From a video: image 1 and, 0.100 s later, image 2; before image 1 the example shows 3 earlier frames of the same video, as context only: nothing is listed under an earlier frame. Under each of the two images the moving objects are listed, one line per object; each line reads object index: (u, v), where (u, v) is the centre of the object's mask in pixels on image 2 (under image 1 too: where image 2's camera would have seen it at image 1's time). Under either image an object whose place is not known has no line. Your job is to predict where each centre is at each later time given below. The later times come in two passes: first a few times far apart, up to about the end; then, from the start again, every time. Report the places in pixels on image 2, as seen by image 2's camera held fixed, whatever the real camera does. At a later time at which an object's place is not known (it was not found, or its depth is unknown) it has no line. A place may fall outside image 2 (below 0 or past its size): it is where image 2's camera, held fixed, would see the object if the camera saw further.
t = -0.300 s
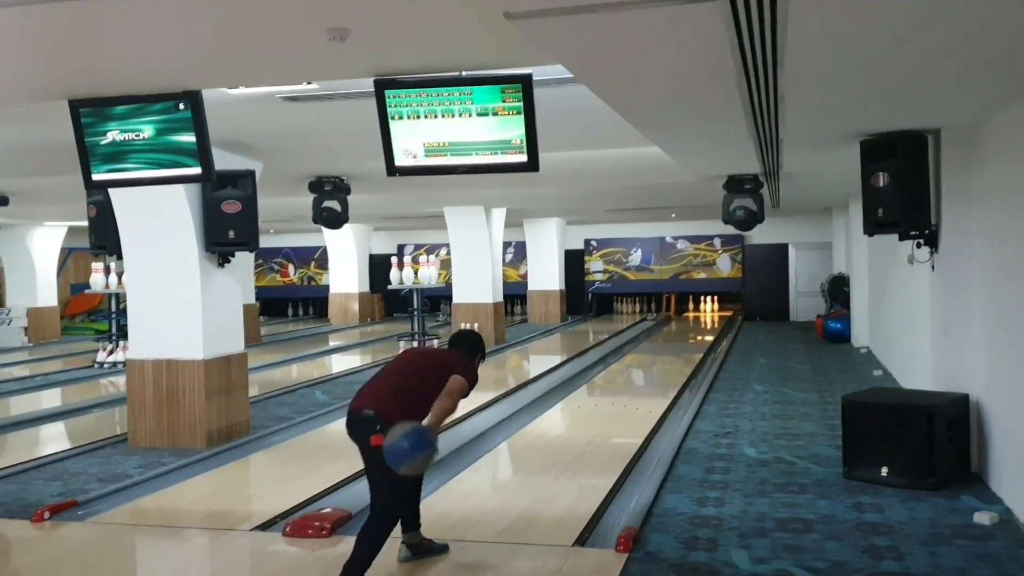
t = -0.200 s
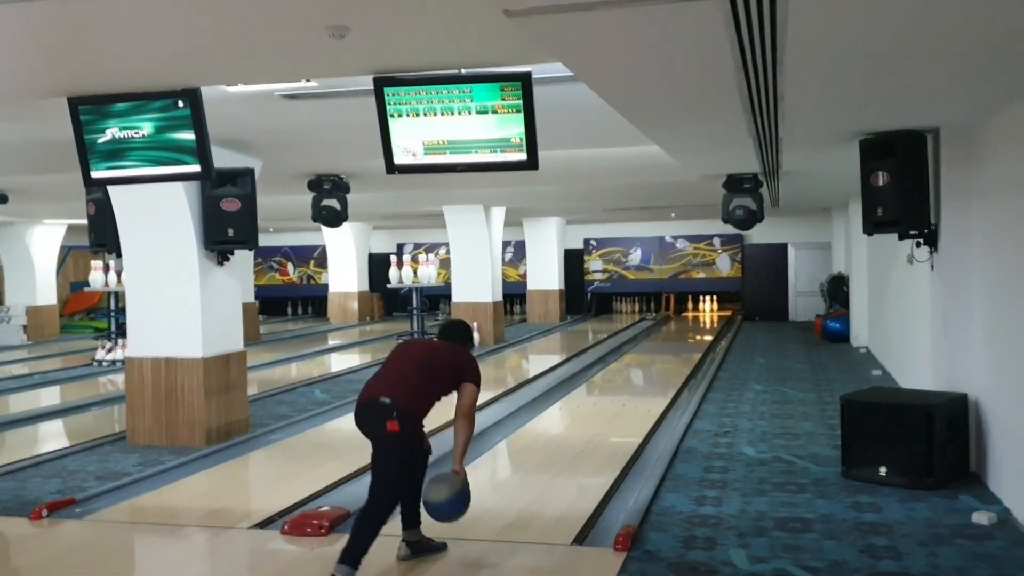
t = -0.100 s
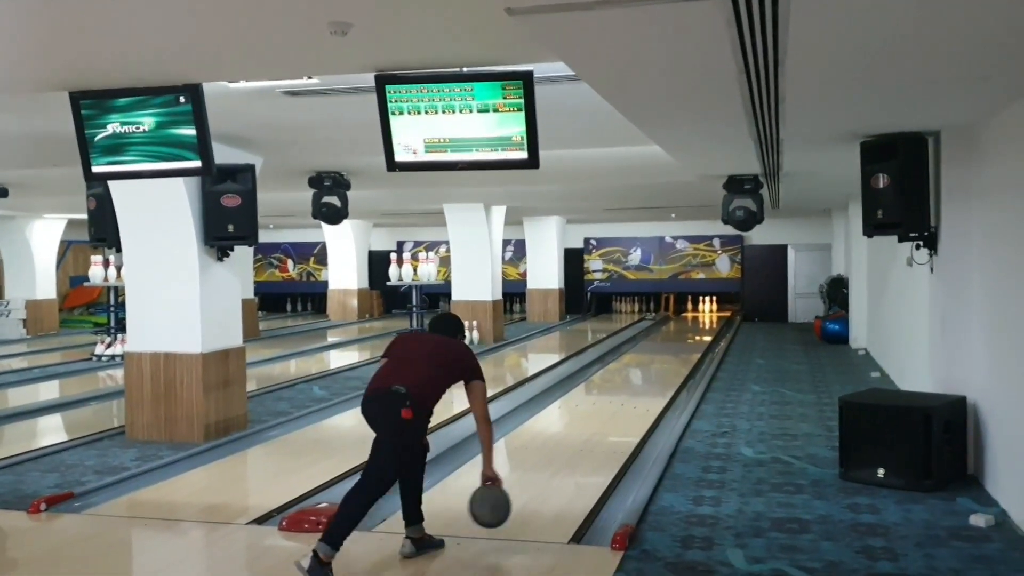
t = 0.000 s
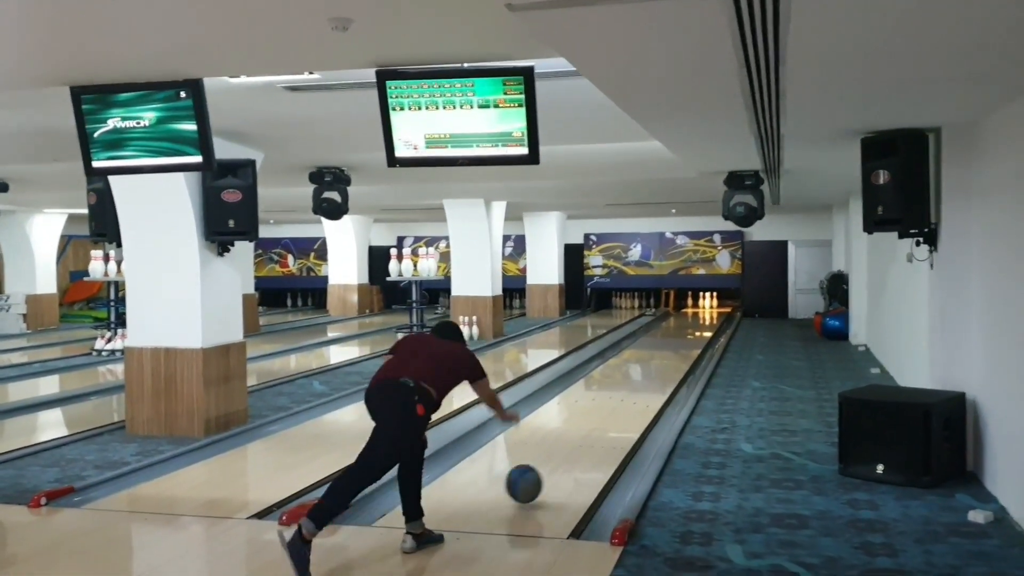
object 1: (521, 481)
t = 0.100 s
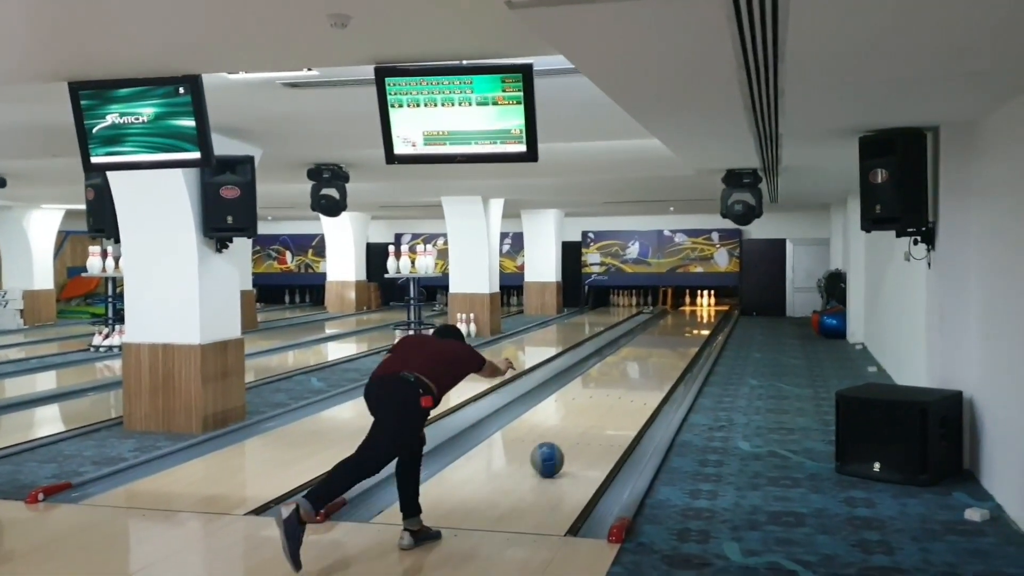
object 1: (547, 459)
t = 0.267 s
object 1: (580, 428)
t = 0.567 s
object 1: (618, 390)
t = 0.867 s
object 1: (641, 367)
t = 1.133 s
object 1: (655, 352)
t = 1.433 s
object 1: (667, 339)
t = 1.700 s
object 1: (675, 331)
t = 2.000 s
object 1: (681, 323)
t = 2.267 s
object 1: (684, 319)
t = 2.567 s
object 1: (686, 314)
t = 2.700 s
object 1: (686, 313)
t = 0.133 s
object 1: (554, 452)
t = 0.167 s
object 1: (561, 446)
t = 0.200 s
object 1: (568, 439)
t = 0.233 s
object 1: (574, 433)
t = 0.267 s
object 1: (580, 428)
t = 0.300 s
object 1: (585, 422)
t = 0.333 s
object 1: (590, 417)
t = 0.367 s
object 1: (595, 413)
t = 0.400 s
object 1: (599, 408)
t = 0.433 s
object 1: (604, 404)
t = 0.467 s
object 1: (608, 400)
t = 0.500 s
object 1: (611, 397)
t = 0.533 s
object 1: (615, 393)
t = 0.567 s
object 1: (618, 390)
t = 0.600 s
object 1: (621, 387)
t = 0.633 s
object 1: (625, 384)
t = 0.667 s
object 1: (628, 381)
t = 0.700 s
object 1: (630, 379)
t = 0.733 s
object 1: (633, 376)
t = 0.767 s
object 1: (635, 374)
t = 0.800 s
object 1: (637, 371)
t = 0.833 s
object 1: (639, 369)
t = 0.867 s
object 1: (641, 367)
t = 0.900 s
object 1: (643, 365)
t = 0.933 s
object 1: (645, 363)
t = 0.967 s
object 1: (647, 361)
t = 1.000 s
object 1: (649, 359)
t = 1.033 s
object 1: (651, 357)
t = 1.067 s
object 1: (652, 355)
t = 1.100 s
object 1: (654, 353)
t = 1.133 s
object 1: (655, 352)
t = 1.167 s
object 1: (657, 350)
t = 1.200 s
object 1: (659, 348)
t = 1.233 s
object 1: (661, 348)
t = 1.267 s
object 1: (662, 347)
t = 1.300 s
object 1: (663, 346)
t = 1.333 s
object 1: (664, 344)
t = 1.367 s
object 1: (665, 342)
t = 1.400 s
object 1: (666, 341)
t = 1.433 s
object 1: (667, 339)
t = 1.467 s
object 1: (668, 338)
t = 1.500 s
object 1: (669, 337)
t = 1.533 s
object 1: (670, 337)
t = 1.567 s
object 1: (672, 336)
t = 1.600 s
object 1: (673, 333)
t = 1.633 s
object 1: (674, 332)
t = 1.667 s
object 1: (676, 332)
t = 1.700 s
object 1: (675, 331)
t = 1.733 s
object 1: (676, 330)
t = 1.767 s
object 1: (676, 329)
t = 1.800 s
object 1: (677, 328)
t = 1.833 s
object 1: (678, 327)
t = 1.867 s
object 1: (679, 326)
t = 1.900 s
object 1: (680, 326)
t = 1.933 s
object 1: (681, 324)
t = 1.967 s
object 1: (681, 323)
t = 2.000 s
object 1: (681, 323)
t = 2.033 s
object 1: (681, 322)
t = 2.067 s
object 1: (683, 322)
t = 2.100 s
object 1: (682, 321)
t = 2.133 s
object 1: (683, 320)
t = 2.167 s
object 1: (684, 320)
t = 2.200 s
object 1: (685, 319)
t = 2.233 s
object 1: (684, 319)
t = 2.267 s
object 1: (684, 319)
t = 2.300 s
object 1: (686, 319)
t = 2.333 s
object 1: (685, 317)
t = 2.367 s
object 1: (685, 317)
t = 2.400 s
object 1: (685, 316)
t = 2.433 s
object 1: (685, 315)
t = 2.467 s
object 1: (685, 316)
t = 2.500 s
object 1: (685, 315)
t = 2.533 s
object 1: (685, 314)
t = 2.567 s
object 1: (686, 314)
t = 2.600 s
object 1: (686, 314)
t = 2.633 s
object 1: (686, 313)
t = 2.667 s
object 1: (686, 313)
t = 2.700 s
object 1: (686, 313)
